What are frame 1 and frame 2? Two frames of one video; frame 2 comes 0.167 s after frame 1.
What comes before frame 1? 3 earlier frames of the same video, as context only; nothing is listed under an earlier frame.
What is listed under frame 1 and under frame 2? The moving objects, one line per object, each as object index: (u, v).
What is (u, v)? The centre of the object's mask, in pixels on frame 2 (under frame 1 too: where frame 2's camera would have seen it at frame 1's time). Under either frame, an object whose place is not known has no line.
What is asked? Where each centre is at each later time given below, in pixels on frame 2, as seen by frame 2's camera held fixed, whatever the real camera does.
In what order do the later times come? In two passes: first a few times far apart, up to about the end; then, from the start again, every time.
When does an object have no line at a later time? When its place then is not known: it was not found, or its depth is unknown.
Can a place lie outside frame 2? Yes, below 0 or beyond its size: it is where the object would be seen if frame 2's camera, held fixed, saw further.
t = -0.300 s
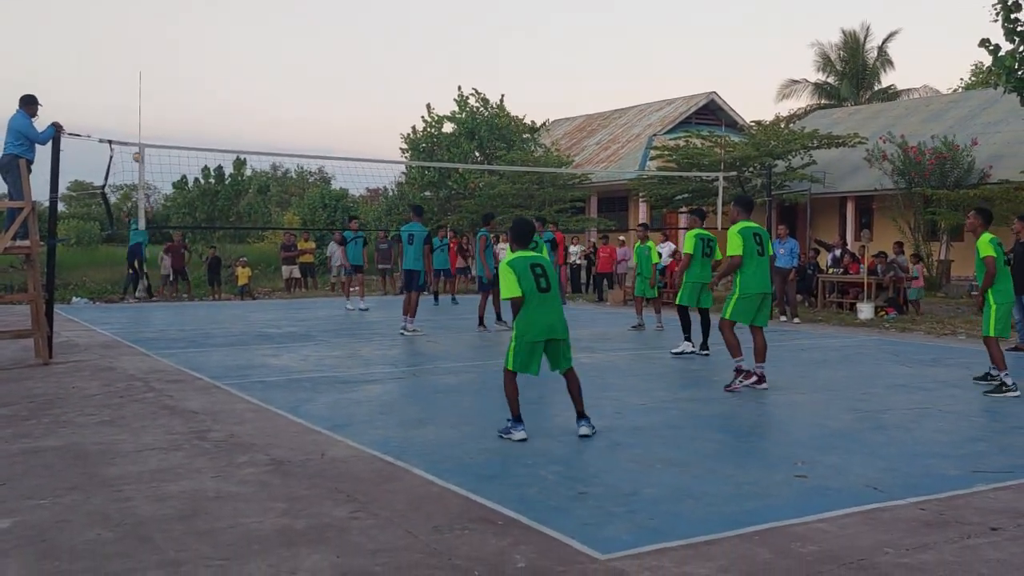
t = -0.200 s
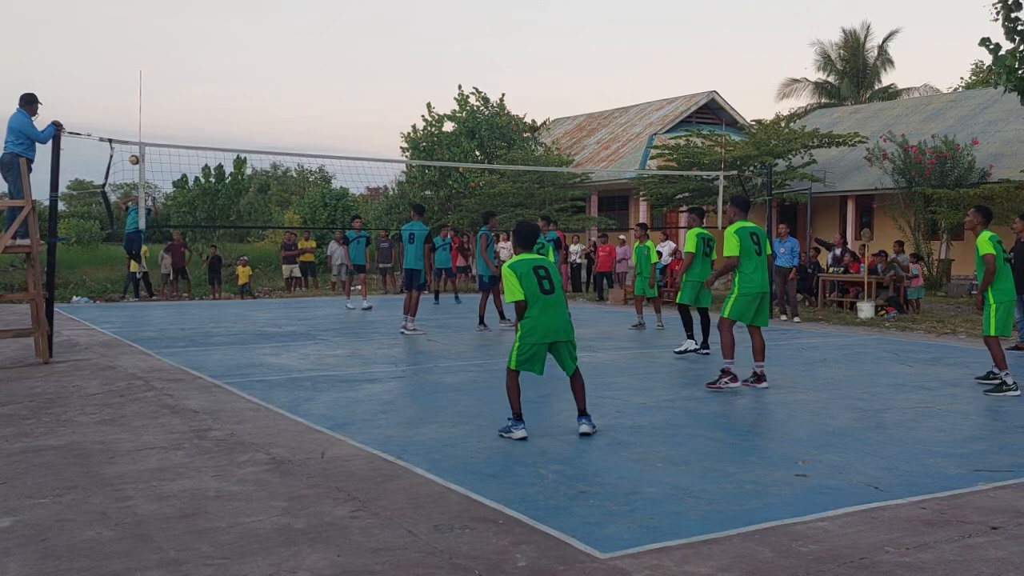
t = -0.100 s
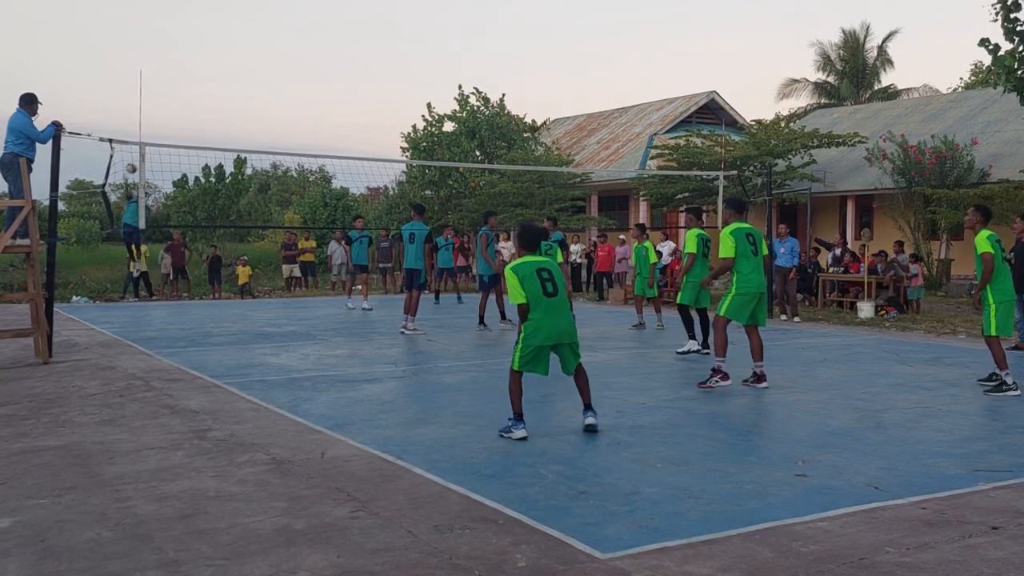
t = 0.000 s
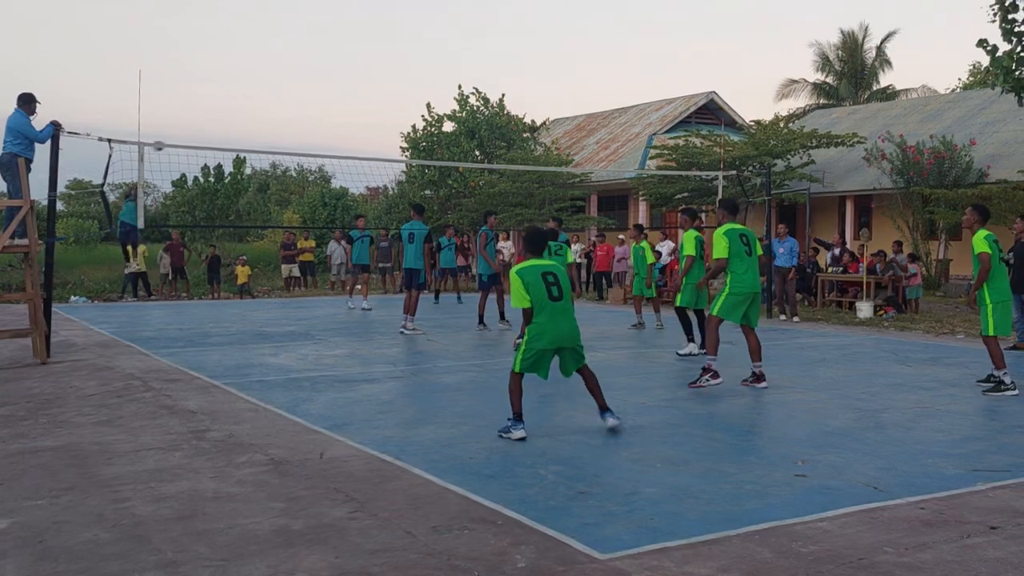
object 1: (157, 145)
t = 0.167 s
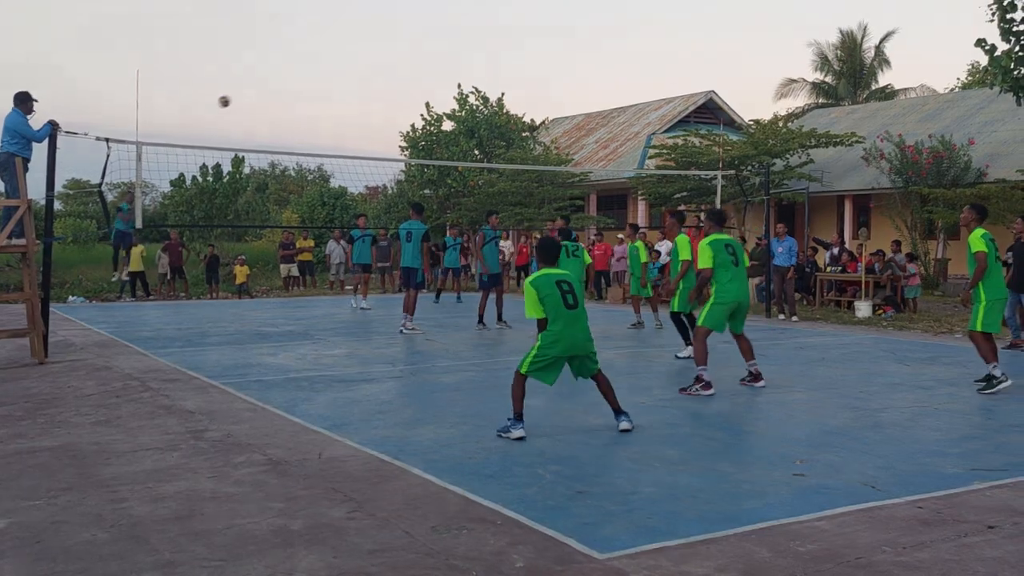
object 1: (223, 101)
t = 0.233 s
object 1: (256, 86)
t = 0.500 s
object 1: (408, 56)
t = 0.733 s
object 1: (586, 76)
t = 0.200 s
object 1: (239, 94)
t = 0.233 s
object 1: (256, 86)
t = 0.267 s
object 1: (273, 80)
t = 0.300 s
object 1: (289, 74)
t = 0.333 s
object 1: (307, 69)
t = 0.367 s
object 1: (326, 65)
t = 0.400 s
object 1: (345, 61)
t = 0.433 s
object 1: (366, 59)
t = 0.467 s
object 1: (386, 57)
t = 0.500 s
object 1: (408, 56)
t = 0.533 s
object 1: (431, 56)
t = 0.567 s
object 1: (454, 57)
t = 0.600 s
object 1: (478, 58)
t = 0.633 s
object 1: (504, 61)
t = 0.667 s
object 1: (530, 65)
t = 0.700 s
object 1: (557, 70)
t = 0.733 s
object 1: (586, 76)
